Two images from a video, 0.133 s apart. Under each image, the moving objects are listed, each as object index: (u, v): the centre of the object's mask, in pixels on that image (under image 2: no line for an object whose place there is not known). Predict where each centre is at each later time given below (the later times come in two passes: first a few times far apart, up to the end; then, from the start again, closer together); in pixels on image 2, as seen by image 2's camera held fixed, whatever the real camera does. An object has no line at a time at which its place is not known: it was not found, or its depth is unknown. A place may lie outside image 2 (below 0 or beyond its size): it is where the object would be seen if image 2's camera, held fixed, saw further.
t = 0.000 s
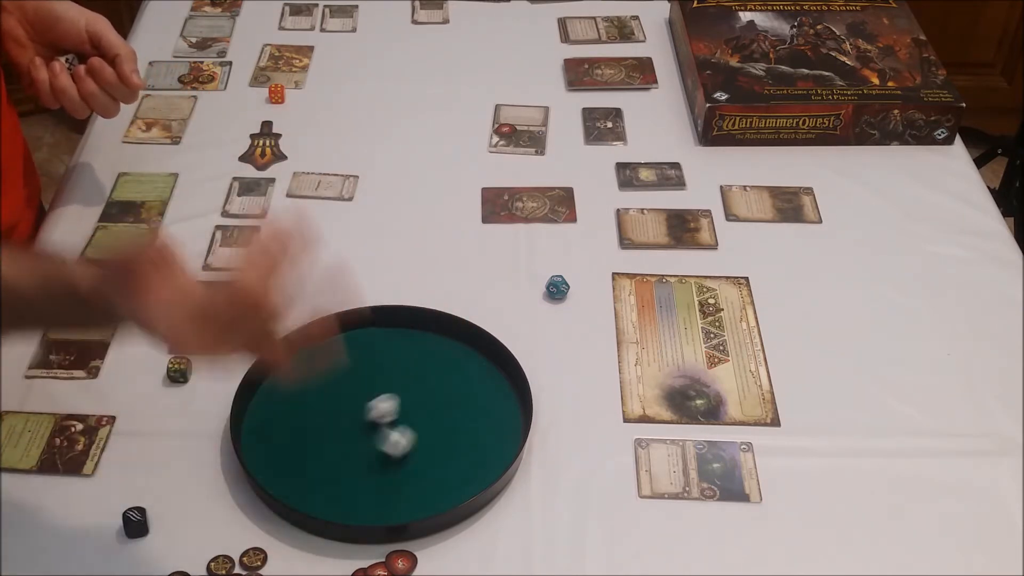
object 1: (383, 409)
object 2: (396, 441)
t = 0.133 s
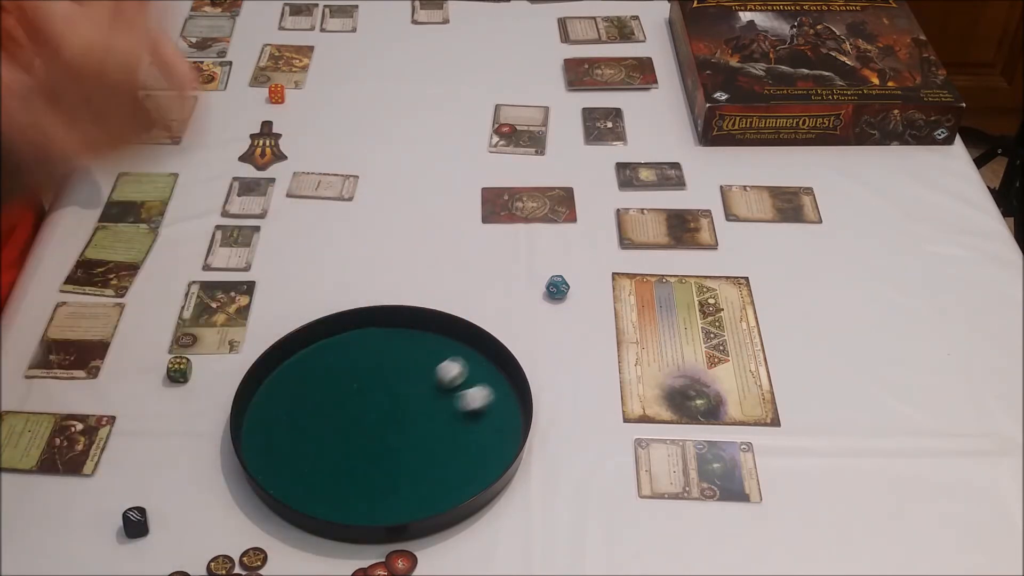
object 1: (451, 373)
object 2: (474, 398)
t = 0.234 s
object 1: (477, 352)
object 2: (500, 374)
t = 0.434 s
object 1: (473, 350)
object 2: (490, 363)
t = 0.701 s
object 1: (473, 350)
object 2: (490, 363)
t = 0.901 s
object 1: (473, 350)
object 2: (490, 363)
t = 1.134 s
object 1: (473, 350)
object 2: (490, 363)
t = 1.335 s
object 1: (473, 350)
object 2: (490, 363)
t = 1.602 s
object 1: (473, 350)
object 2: (490, 363)
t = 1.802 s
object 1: (473, 350)
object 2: (490, 363)
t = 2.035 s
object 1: (473, 350)
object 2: (490, 363)
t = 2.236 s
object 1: (473, 350)
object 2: (490, 363)
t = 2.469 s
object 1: (473, 350)
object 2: (490, 363)
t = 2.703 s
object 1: (473, 350)
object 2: (490, 363)
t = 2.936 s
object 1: (473, 350)
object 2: (490, 363)
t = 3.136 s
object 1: (473, 350)
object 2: (490, 363)
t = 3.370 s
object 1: (473, 350)
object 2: (490, 363)
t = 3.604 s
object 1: (473, 350)
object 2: (490, 363)
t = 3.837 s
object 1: (473, 350)
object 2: (490, 363)
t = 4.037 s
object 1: (473, 350)
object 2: (490, 363)
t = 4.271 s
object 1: (473, 350)
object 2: (490, 363)
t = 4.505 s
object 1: (473, 350)
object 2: (490, 363)
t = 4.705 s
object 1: (473, 350)
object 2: (490, 363)
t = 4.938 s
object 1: (473, 350)
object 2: (490, 363)
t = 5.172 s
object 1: (473, 350)
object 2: (490, 363)
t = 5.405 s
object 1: (473, 350)
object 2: (490, 363)
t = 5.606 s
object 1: (473, 350)
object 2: (490, 363)
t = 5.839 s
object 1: (473, 350)
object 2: (490, 363)
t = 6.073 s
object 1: (473, 350)
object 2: (490, 363)
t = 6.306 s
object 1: (473, 350)
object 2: (490, 363)
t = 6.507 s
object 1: (473, 350)
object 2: (490, 363)
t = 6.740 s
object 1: (473, 350)
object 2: (490, 363)
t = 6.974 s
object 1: (473, 350)
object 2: (490, 363)
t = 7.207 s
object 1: (473, 350)
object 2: (490, 363)
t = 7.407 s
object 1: (473, 350)
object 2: (490, 363)
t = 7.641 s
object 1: (473, 350)
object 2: (490, 363)
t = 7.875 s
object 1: (473, 350)
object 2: (490, 363)
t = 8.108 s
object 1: (473, 350)
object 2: (490, 363)
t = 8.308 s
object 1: (473, 350)
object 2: (490, 363)
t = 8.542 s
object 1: (473, 350)
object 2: (490, 363)
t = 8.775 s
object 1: (473, 350)
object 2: (490, 363)
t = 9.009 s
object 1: (473, 350)
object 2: (490, 363)
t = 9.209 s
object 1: (473, 350)
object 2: (490, 363)
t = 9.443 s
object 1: (473, 350)
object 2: (490, 363)
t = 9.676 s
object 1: (473, 350)
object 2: (490, 363)
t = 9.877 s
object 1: (473, 350)
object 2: (490, 363)
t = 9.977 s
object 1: (473, 350)
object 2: (490, 363)
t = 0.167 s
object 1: (465, 361)
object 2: (491, 389)
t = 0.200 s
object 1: (477, 352)
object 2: (504, 380)
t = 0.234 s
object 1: (477, 352)
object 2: (500, 374)
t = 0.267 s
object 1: (477, 351)
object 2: (496, 368)
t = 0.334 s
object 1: (474, 349)
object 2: (491, 363)
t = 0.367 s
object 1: (473, 349)
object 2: (490, 362)
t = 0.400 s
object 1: (473, 350)
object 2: (490, 363)
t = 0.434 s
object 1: (473, 350)
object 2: (490, 363)
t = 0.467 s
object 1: (473, 350)
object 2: (490, 363)
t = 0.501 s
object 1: (473, 350)
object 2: (490, 363)
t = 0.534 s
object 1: (473, 350)
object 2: (490, 363)
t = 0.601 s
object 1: (473, 350)
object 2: (490, 363)
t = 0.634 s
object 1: (473, 350)
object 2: (490, 363)
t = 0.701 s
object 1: (473, 350)
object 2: (490, 363)
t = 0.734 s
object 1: (473, 350)
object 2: (490, 363)
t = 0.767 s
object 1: (473, 350)
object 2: (490, 363)
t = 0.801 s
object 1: (473, 350)
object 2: (490, 363)
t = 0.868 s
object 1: (473, 350)
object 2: (490, 363)
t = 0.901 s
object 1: (473, 350)
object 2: (490, 363)
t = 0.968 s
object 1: (473, 350)
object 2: (490, 363)
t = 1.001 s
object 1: (473, 350)
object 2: (490, 363)
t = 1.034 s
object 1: (473, 350)
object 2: (490, 363)
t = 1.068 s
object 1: (473, 350)
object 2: (490, 363)
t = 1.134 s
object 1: (473, 350)
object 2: (490, 363)
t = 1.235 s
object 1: (473, 350)
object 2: (490, 363)
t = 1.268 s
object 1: (473, 350)
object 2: (490, 363)
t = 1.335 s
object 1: (473, 350)
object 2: (490, 363)
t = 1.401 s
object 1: (473, 350)
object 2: (490, 363)
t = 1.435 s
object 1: (473, 350)
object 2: (490, 363)
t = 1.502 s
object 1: (473, 350)
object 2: (490, 363)
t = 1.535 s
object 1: (473, 350)
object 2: (490, 363)
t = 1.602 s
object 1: (473, 350)
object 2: (490, 363)
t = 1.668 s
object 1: (473, 350)
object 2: (490, 363)
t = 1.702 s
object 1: (473, 350)
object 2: (490, 363)
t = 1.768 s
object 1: (473, 350)
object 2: (490, 363)
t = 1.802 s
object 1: (473, 350)
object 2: (490, 363)
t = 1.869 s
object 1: (473, 350)
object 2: (490, 363)
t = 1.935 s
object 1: (473, 350)
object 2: (490, 363)
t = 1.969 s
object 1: (473, 350)
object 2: (490, 363)
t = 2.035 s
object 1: (473, 350)
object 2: (490, 363)
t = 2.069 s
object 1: (473, 350)
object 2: (490, 363)
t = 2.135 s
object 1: (473, 350)
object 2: (490, 363)
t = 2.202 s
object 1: (473, 350)
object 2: (490, 363)
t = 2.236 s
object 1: (473, 350)
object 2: (490, 363)
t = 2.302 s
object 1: (473, 350)
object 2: (490, 363)
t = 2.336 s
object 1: (473, 350)
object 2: (490, 363)
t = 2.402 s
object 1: (473, 350)
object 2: (490, 363)
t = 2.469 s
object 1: (473, 350)
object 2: (490, 363)
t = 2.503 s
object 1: (473, 350)
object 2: (490, 363)
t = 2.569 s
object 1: (473, 350)
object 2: (490, 363)
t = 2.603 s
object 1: (473, 350)
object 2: (490, 363)
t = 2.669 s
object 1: (473, 350)
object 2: (490, 363)
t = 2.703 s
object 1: (473, 350)
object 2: (490, 363)
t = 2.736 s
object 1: (473, 350)
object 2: (490, 363)
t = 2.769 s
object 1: (473, 350)
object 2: (490, 363)
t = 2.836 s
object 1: (473, 350)
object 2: (490, 363)
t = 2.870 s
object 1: (473, 350)
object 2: (490, 363)
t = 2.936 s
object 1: (473, 350)
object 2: (490, 363)
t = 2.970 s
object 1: (473, 350)
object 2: (490, 363)
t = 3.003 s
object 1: (473, 350)
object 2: (490, 363)
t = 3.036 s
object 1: (473, 350)
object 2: (490, 363)
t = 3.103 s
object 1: (473, 350)
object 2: (490, 363)
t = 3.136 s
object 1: (473, 350)
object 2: (490, 363)
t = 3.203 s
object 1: (473, 350)
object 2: (490, 363)
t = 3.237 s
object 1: (473, 350)
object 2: (490, 363)
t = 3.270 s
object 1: (473, 350)
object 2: (490, 363)
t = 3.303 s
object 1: (473, 350)
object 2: (490, 363)
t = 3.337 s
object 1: (473, 350)
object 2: (490, 363)
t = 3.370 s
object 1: (473, 350)
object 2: (490, 363)
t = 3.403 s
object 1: (473, 350)
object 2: (490, 363)
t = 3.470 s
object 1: (473, 350)
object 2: (490, 363)
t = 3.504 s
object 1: (473, 350)
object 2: (490, 363)
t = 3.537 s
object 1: (473, 350)
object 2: (490, 363)
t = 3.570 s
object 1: (473, 350)
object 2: (490, 363)
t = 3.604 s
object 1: (473, 350)
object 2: (490, 363)
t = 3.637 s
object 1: (473, 350)
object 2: (490, 363)
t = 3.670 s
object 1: (473, 350)
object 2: (490, 363)
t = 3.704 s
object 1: (473, 350)
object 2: (490, 363)
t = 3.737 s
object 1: (473, 350)
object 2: (490, 363)
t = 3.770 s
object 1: (473, 350)
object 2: (490, 363)
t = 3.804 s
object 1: (473, 350)
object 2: (490, 363)
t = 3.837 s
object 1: (473, 350)
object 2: (490, 363)
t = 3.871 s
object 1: (473, 350)
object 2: (490, 363)
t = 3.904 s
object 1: (473, 350)
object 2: (490, 363)
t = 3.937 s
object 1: (473, 350)
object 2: (490, 363)
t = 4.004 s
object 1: (473, 350)
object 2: (490, 363)
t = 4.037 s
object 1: (473, 350)
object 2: (490, 363)
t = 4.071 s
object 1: (473, 350)
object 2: (490, 363)
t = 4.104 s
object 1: (473, 350)
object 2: (490, 363)
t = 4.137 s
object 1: (473, 350)
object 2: (490, 363)
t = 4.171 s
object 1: (473, 350)
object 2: (490, 363)
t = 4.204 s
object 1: (473, 350)
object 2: (490, 363)
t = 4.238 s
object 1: (473, 350)
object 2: (490, 363)
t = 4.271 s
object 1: (473, 350)
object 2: (490, 363)
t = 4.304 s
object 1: (473, 350)
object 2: (490, 363)
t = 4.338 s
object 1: (473, 350)
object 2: (490, 363)
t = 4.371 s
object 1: (473, 350)
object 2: (490, 363)
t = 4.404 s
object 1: (473, 350)
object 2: (490, 363)
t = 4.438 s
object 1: (473, 350)
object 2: (490, 363)
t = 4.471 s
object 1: (473, 350)
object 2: (490, 363)
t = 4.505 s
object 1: (473, 350)
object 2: (490, 363)
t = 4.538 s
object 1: (473, 350)
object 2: (490, 363)
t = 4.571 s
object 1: (473, 350)
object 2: (490, 363)
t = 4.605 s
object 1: (473, 350)
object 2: (490, 363)
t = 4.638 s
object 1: (473, 350)
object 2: (490, 363)
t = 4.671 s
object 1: (473, 350)
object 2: (490, 363)
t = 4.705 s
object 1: (473, 350)
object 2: (490, 363)
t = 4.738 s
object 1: (473, 350)
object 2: (490, 363)
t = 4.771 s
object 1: (473, 350)
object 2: (490, 363)
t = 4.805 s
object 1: (473, 350)
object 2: (490, 363)
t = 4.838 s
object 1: (473, 350)
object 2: (490, 363)
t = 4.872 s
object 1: (473, 350)
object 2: (490, 363)
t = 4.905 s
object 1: (473, 350)
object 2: (490, 363)
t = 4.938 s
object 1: (473, 350)
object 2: (490, 363)
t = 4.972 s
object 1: (473, 350)
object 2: (490, 363)
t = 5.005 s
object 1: (473, 350)
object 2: (490, 363)
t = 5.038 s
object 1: (473, 350)
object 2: (490, 363)
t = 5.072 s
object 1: (473, 350)
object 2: (490, 363)
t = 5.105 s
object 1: (473, 350)
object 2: (490, 363)
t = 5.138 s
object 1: (473, 350)
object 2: (490, 363)
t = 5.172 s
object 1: (473, 350)
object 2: (490, 363)
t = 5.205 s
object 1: (473, 350)
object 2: (490, 363)
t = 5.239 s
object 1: (473, 350)
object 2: (490, 363)
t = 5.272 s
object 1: (473, 350)
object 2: (490, 363)
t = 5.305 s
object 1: (473, 350)
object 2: (490, 363)
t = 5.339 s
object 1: (473, 350)
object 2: (490, 363)
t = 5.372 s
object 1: (473, 350)
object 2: (490, 363)
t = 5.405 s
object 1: (473, 350)
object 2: (490, 363)
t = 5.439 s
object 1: (473, 350)
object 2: (490, 363)
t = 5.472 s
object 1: (473, 350)
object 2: (490, 363)
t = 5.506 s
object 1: (473, 350)
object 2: (490, 363)
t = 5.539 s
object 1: (473, 350)
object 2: (490, 363)
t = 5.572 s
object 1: (473, 350)
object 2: (490, 363)
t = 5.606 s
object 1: (473, 350)
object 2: (490, 363)
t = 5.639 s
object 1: (473, 350)
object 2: (490, 363)
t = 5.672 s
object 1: (473, 350)
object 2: (490, 363)
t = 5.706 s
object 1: (473, 350)
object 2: (490, 363)
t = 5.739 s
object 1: (473, 350)
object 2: (490, 363)
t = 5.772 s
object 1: (473, 350)
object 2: (490, 363)
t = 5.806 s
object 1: (473, 350)
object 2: (490, 363)
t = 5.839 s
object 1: (473, 350)
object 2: (490, 363)
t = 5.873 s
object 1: (473, 350)
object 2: (490, 363)
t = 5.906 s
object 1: (473, 350)
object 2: (490, 363)
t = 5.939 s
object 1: (473, 350)
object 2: (490, 363)
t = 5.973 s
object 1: (473, 350)
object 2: (490, 363)
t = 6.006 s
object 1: (473, 350)
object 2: (490, 363)
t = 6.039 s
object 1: (473, 350)
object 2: (490, 363)
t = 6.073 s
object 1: (473, 350)
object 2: (490, 363)
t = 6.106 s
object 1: (473, 350)
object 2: (490, 363)
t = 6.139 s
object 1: (473, 350)
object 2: (490, 363)
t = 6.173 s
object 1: (473, 350)
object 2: (490, 363)
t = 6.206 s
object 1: (473, 350)
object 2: (490, 363)
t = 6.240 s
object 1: (473, 350)
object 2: (490, 363)
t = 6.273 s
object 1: (473, 350)
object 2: (490, 363)
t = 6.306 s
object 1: (473, 350)
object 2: (490, 363)
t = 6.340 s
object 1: (473, 350)
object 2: (490, 363)
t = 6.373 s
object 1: (473, 350)
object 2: (490, 363)
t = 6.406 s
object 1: (473, 350)
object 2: (490, 363)
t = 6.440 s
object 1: (473, 350)
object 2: (490, 363)
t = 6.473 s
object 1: (473, 350)
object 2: (490, 363)
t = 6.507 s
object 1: (473, 350)
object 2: (490, 363)
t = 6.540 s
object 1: (473, 350)
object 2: (490, 363)
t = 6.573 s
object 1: (473, 350)
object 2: (490, 363)
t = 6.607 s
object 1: (473, 350)
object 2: (490, 363)
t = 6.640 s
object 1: (473, 350)
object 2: (490, 363)
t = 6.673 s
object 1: (473, 350)
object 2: (490, 363)
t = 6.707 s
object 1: (473, 350)
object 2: (490, 363)
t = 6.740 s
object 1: (473, 350)
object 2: (490, 363)
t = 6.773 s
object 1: (473, 350)
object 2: (490, 363)
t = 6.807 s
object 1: (473, 350)
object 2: (490, 363)
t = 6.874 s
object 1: (473, 350)
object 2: (490, 363)
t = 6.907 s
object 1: (473, 350)
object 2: (490, 363)
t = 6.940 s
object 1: (473, 350)
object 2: (490, 363)
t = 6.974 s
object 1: (473, 350)
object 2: (490, 363)
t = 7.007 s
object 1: (473, 350)
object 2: (490, 363)
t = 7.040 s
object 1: (473, 350)
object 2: (490, 363)
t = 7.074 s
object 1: (473, 350)
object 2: (490, 363)
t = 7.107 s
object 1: (473, 350)
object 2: (490, 363)
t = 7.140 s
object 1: (473, 350)
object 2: (490, 363)
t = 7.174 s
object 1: (473, 350)
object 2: (490, 363)
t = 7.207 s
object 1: (473, 350)
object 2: (490, 363)
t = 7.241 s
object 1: (473, 350)
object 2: (490, 363)
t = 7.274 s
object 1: (473, 350)
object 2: (490, 363)
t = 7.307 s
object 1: (473, 350)
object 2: (490, 363)
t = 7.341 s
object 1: (473, 350)
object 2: (490, 363)
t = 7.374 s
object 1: (473, 350)
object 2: (490, 363)
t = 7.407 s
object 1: (473, 350)
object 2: (490, 363)
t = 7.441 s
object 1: (473, 350)
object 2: (490, 363)
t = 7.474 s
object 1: (473, 350)
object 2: (490, 363)
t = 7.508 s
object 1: (473, 350)
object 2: (490, 363)
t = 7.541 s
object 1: (473, 350)
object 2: (490, 363)
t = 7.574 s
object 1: (473, 350)
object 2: (490, 363)
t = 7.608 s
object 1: (473, 350)
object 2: (490, 363)
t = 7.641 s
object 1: (473, 350)
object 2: (490, 363)
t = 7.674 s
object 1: (473, 350)
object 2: (490, 363)
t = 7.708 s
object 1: (473, 350)
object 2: (490, 363)
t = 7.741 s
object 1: (473, 350)
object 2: (490, 363)
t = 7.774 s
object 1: (473, 350)
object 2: (490, 363)
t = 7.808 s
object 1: (473, 350)
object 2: (490, 363)
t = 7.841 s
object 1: (473, 350)
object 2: (490, 363)
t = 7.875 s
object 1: (473, 350)
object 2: (490, 363)
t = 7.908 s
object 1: (473, 350)
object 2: (490, 363)
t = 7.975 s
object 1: (473, 350)
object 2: (490, 363)
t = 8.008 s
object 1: (473, 350)
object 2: (490, 363)
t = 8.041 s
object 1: (473, 350)
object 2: (490, 363)
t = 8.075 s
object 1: (473, 350)
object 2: (490, 363)
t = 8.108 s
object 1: (473, 350)
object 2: (490, 363)
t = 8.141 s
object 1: (473, 350)
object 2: (490, 363)
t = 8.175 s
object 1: (473, 350)
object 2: (490, 363)
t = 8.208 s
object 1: (473, 350)
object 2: (490, 363)
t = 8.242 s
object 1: (473, 350)
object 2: (490, 363)
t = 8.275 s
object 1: (473, 350)
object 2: (490, 363)
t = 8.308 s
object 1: (473, 350)
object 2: (490, 363)
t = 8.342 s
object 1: (473, 350)
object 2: (490, 363)
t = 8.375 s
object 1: (473, 350)
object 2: (490, 363)
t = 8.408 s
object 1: (473, 350)
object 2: (490, 363)
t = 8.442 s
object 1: (473, 350)
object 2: (490, 363)
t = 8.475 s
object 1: (473, 350)
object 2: (490, 363)
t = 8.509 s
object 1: (473, 350)
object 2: (490, 363)
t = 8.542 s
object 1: (473, 350)
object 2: (490, 363)
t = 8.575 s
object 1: (473, 350)
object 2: (490, 363)
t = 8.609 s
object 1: (473, 350)
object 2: (490, 363)
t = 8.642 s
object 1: (473, 350)
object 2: (490, 363)
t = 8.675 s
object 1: (473, 350)
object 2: (490, 363)
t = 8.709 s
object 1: (473, 350)
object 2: (490, 363)
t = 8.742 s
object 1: (473, 350)
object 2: (490, 363)
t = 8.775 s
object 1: (473, 350)
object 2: (490, 363)
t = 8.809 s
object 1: (473, 350)
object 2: (490, 363)
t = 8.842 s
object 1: (473, 350)
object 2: (490, 363)
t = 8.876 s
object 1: (473, 350)
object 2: (490, 363)
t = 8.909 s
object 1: (473, 350)
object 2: (490, 363)
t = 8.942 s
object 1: (473, 350)
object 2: (490, 363)
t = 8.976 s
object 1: (473, 350)
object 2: (490, 363)
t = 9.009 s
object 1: (473, 350)
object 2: (490, 363)
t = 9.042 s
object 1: (473, 350)
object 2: (490, 363)
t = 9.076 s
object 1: (473, 350)
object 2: (490, 363)
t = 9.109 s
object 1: (473, 350)
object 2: (490, 363)
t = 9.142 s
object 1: (473, 350)
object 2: (490, 363)
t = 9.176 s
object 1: (473, 350)
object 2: (490, 363)
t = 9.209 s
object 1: (473, 350)
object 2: (490, 363)
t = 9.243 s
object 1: (473, 350)
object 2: (490, 363)
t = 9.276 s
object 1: (473, 350)
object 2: (490, 363)
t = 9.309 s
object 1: (473, 350)
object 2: (490, 363)
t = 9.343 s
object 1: (473, 350)
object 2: (490, 363)
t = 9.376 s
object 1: (473, 350)
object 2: (490, 363)
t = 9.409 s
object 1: (473, 350)
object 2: (490, 363)
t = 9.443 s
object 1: (473, 350)
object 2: (490, 363)
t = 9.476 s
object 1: (473, 350)
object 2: (490, 363)
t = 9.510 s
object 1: (473, 350)
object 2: (490, 363)
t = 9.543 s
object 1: (473, 350)
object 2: (490, 363)
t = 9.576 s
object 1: (473, 350)
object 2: (490, 363)
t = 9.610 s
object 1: (473, 350)
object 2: (490, 363)
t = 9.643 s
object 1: (473, 350)
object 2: (490, 363)
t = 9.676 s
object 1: (473, 350)
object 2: (490, 363)
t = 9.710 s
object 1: (473, 350)
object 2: (490, 363)
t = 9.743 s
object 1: (473, 350)
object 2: (490, 363)
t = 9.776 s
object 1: (473, 350)
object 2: (490, 363)
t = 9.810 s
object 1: (473, 350)
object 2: (490, 363)
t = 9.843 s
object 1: (473, 350)
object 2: (490, 363)
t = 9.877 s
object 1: (473, 350)
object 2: (490, 363)
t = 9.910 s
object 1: (473, 350)
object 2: (490, 363)
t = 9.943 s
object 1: (473, 350)
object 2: (490, 363)
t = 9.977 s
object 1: (473, 350)
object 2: (490, 363)
